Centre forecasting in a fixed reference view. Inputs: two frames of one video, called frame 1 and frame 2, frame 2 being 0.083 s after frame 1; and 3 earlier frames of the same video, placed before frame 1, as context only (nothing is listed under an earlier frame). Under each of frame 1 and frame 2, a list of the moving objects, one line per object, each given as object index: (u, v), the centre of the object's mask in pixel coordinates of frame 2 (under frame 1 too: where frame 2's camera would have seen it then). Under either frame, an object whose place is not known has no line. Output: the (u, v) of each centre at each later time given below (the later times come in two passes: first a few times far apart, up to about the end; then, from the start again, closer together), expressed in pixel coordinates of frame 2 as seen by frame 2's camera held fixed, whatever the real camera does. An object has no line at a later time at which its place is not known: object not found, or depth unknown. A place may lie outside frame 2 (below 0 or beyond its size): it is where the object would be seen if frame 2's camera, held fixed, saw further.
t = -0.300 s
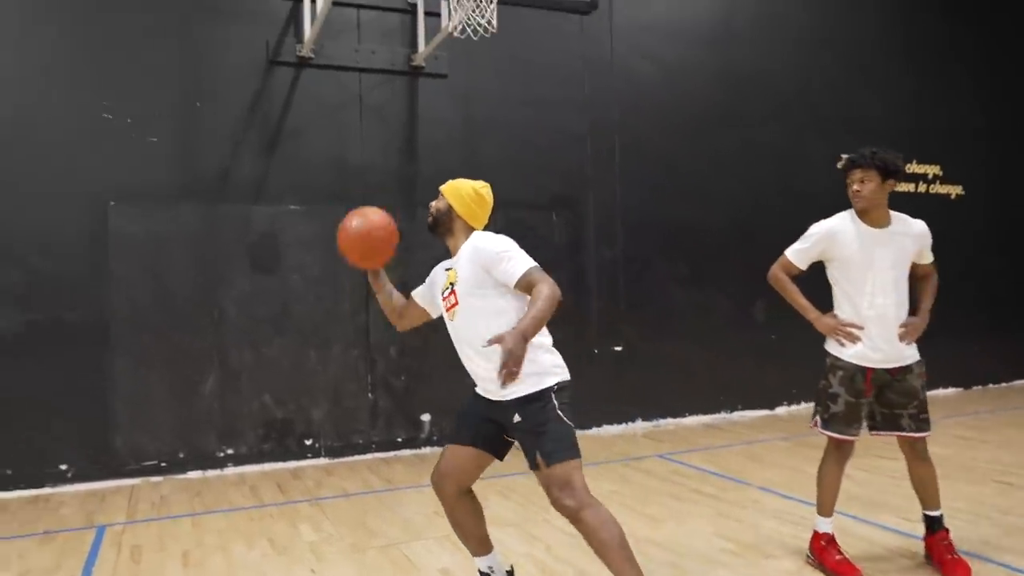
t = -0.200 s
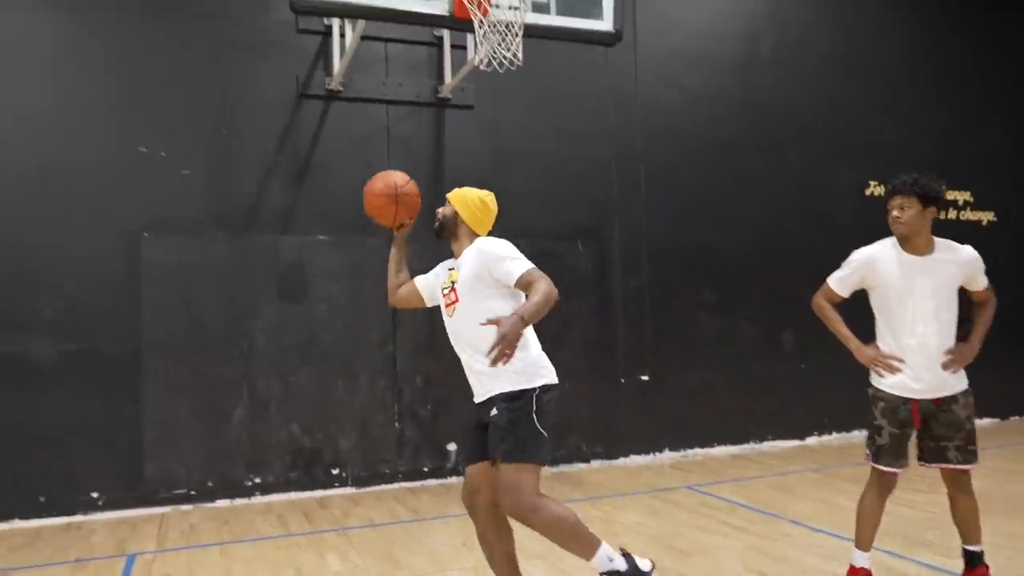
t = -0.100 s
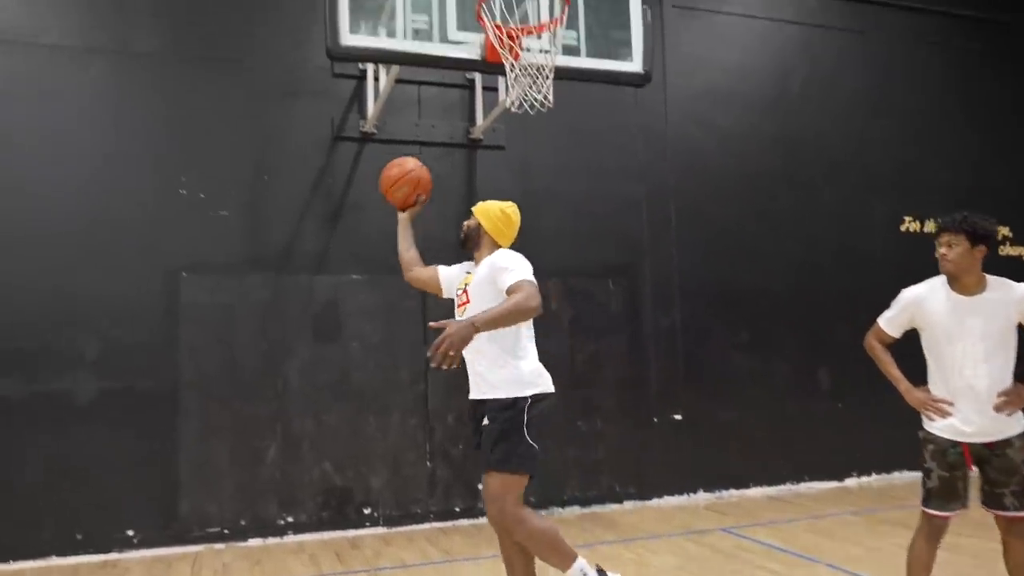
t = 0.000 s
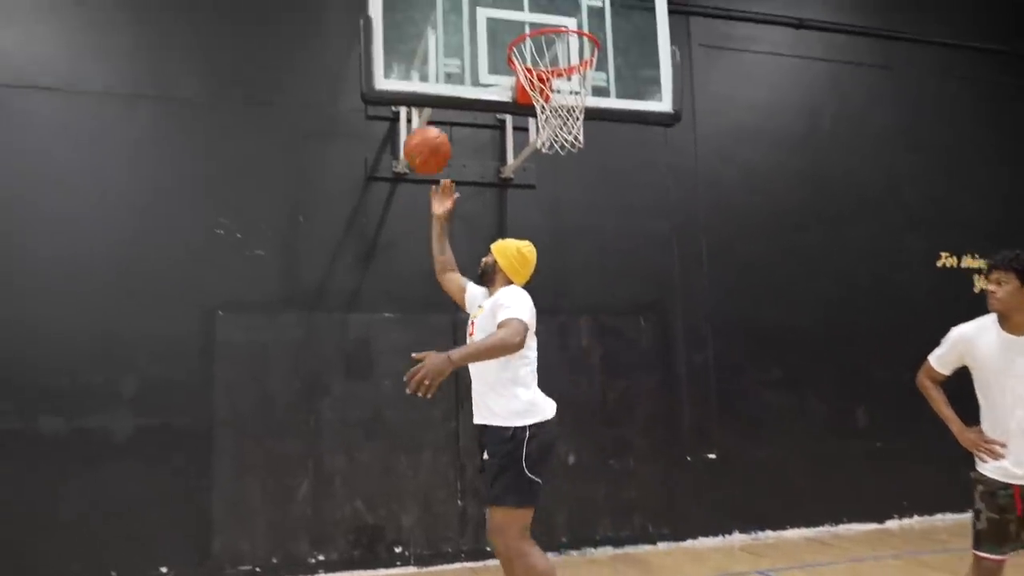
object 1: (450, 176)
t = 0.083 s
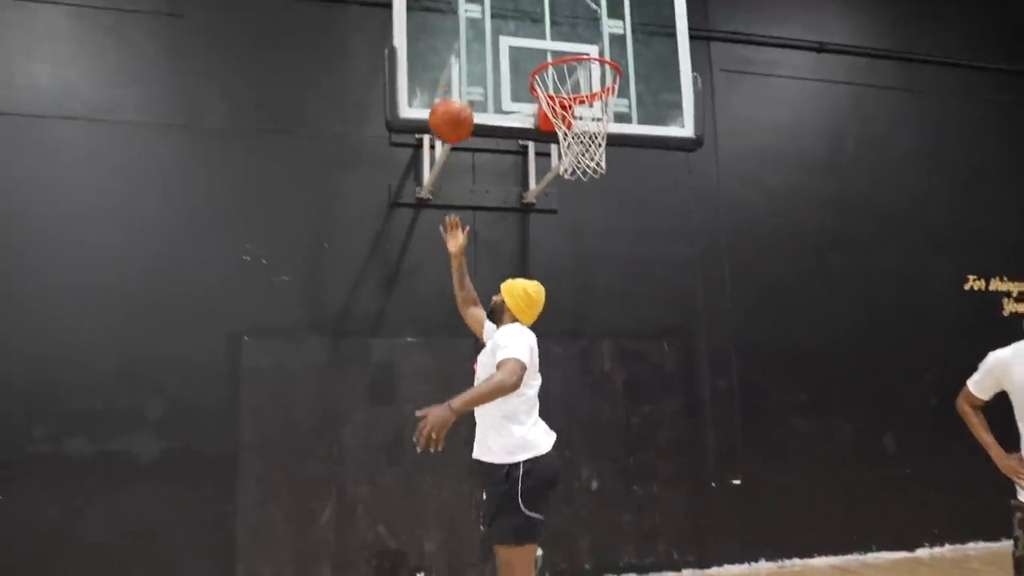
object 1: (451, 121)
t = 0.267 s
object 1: (460, 46)
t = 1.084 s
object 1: (591, 296)
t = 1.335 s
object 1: (606, 568)
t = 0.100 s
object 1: (452, 112)
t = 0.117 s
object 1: (452, 103)
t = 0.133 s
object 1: (453, 94)
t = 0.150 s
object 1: (452, 86)
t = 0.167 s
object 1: (453, 79)
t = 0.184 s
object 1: (453, 73)
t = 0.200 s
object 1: (453, 67)
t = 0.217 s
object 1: (454, 62)
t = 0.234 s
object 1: (454, 57)
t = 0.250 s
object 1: (457, 51)
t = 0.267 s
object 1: (460, 46)
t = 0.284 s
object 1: (464, 40)
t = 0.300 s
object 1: (467, 35)
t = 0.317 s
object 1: (471, 29)
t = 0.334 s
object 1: (475, 25)
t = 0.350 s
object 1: (479, 21)
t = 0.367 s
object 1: (483, 18)
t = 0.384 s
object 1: (487, 15)
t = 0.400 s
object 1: (490, 12)
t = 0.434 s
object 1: (498, 8)
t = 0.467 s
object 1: (506, 6)
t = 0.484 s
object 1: (510, 6)
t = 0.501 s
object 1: (515, 6)
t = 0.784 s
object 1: (579, 83)
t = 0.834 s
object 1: (579, 111)
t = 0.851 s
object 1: (583, 126)
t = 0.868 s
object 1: (585, 133)
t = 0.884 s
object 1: (582, 143)
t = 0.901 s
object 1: (583, 156)
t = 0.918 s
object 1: (584, 166)
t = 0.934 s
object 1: (584, 176)
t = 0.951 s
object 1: (585, 186)
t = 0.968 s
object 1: (586, 199)
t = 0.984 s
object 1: (586, 211)
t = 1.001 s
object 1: (587, 224)
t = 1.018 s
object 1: (588, 238)
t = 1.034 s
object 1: (588, 252)
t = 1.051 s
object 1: (589, 266)
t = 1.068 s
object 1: (590, 281)
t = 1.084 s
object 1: (591, 296)
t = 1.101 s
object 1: (592, 311)
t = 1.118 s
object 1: (593, 328)
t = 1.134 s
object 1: (594, 344)
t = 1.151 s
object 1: (595, 361)
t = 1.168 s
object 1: (596, 379)
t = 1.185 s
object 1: (597, 397)
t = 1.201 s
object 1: (598, 415)
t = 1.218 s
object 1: (599, 434)
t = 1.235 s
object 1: (600, 454)
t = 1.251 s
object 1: (601, 474)
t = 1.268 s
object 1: (602, 494)
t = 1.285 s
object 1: (603, 515)
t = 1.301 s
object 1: (604, 537)
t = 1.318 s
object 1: (605, 557)
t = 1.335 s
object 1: (606, 568)
